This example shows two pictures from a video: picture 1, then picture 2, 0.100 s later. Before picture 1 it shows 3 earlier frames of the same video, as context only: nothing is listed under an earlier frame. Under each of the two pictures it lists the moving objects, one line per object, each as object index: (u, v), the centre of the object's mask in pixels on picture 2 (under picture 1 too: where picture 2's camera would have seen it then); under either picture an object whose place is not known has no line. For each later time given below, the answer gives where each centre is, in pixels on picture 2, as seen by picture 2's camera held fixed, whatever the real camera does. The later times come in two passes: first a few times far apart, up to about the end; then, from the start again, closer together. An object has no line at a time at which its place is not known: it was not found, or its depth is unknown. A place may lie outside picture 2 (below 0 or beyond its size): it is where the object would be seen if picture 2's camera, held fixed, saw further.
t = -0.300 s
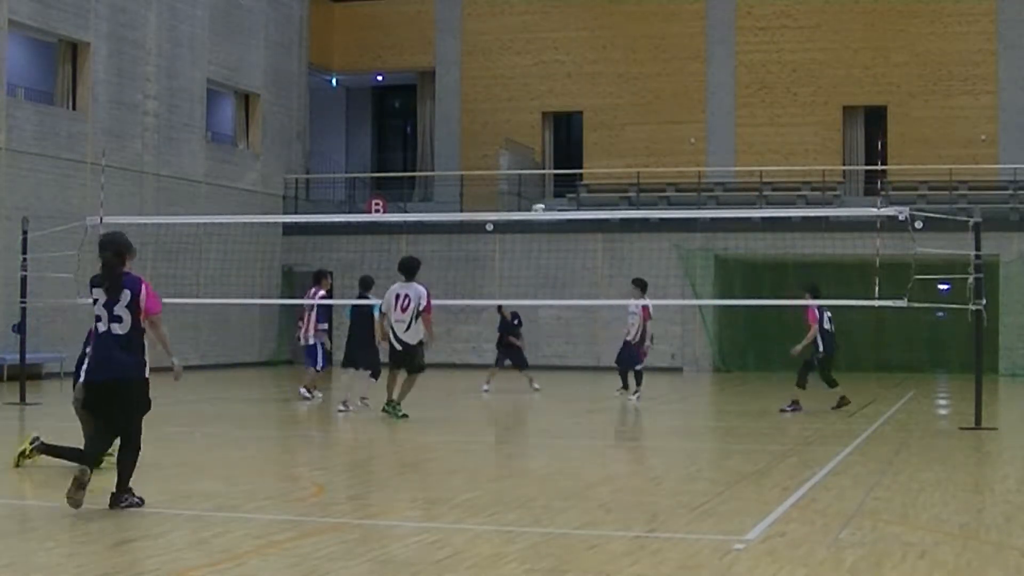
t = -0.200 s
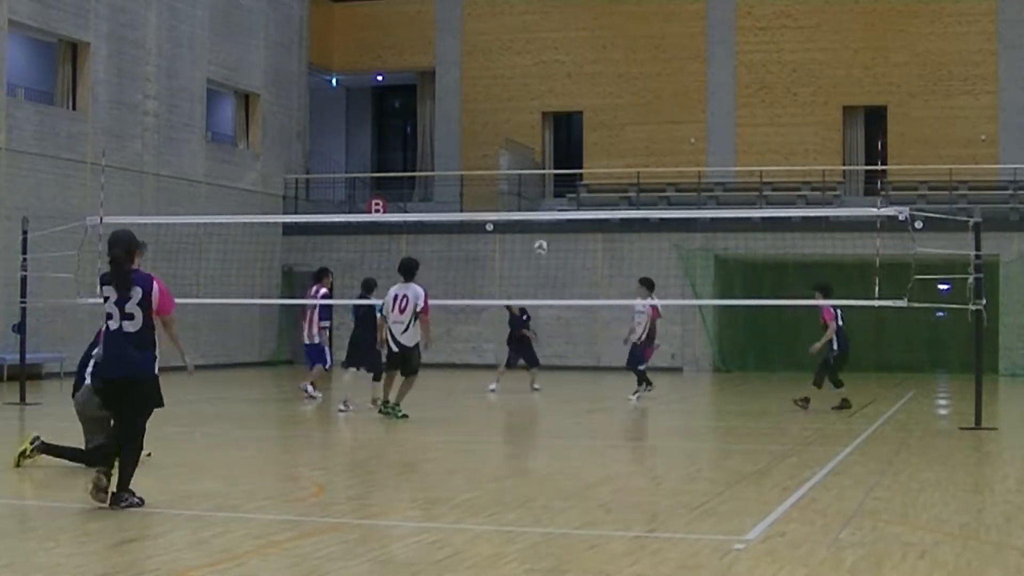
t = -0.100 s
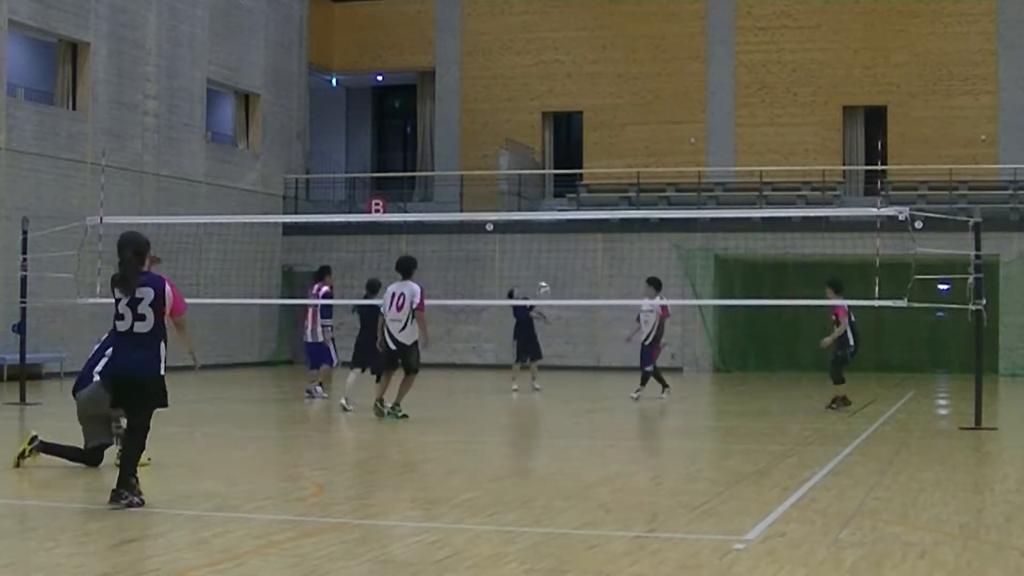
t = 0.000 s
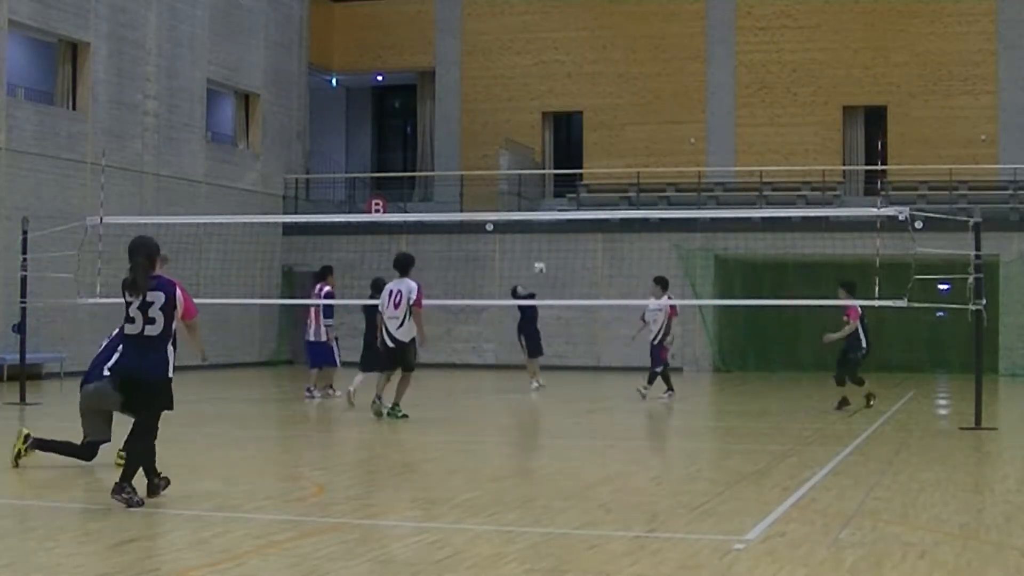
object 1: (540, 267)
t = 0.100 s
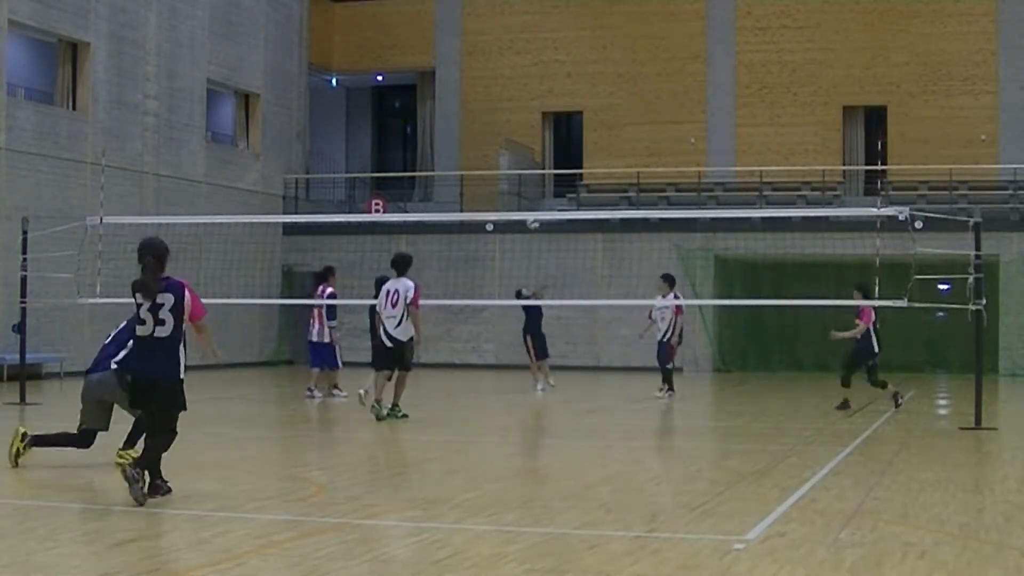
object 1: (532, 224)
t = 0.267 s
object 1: (521, 152)
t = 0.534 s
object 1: (501, 83)
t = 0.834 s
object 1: (476, 63)
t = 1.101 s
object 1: (453, 101)
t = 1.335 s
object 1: (435, 179)
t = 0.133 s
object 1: (531, 205)
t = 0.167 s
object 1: (528, 191)
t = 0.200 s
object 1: (526, 178)
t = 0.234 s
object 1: (523, 163)
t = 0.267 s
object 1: (521, 152)
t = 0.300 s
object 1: (519, 141)
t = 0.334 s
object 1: (516, 130)
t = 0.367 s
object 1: (513, 120)
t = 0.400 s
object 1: (510, 111)
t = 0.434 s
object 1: (508, 103)
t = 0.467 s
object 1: (505, 96)
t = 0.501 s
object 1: (503, 89)
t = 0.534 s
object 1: (501, 83)
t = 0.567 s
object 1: (498, 77)
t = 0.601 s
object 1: (495, 73)
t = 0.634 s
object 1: (492, 69)
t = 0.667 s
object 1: (490, 66)
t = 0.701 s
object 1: (487, 64)
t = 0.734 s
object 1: (484, 63)
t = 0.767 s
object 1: (482, 62)
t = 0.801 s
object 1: (479, 62)
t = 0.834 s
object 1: (476, 63)
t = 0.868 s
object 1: (473, 64)
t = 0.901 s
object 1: (471, 67)
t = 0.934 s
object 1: (468, 70)
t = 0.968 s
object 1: (465, 75)
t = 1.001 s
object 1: (462, 80)
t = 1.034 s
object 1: (460, 86)
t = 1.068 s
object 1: (456, 93)
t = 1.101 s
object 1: (453, 101)
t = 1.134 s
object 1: (451, 109)
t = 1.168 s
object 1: (448, 118)
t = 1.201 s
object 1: (445, 128)
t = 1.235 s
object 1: (443, 140)
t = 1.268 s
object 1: (440, 152)
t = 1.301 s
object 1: (437, 164)
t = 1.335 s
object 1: (435, 179)
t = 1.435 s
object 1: (426, 227)
